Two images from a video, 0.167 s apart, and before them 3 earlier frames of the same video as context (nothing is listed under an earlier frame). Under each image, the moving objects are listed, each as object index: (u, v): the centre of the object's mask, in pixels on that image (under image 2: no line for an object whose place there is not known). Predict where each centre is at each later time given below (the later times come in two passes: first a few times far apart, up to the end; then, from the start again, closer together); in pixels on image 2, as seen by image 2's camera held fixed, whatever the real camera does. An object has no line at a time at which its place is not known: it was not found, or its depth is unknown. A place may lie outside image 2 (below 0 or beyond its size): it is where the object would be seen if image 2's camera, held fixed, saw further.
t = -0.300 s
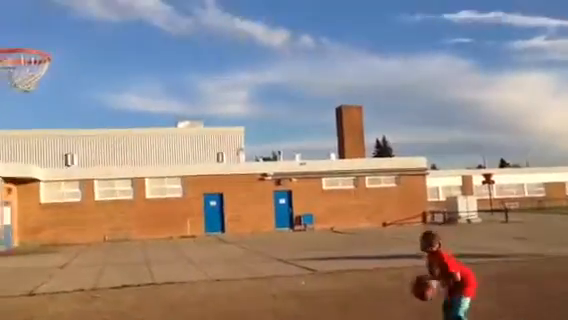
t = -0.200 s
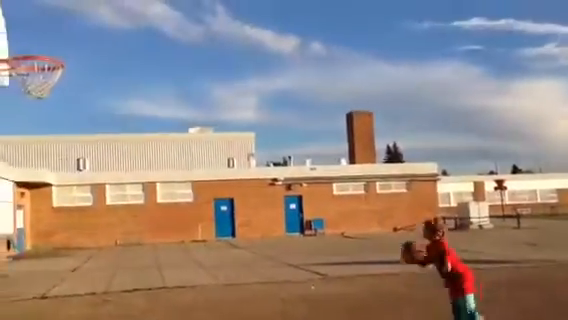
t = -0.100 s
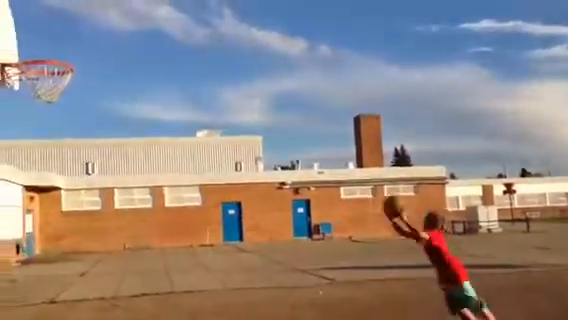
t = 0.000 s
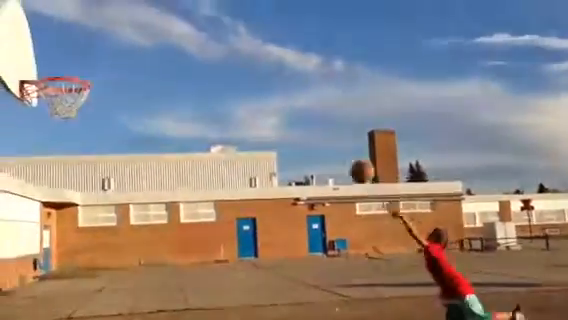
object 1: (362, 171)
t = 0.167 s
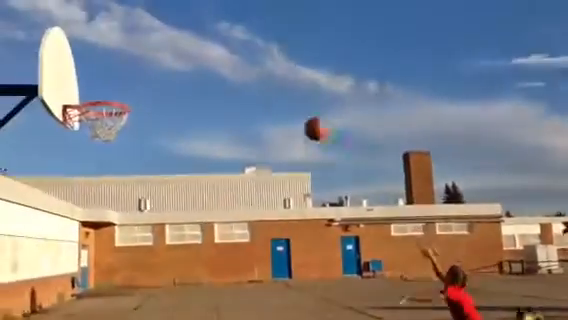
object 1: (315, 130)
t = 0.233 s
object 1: (285, 111)
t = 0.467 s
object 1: (175, 79)
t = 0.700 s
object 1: (96, 97)
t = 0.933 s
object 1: (95, 130)
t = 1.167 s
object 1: (114, 161)
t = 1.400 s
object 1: (139, 250)
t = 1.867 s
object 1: (179, 301)
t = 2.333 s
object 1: (212, 230)
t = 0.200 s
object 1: (301, 119)
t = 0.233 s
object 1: (285, 111)
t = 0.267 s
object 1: (269, 104)
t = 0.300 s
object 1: (254, 98)
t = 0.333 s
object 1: (238, 92)
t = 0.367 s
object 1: (222, 87)
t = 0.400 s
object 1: (205, 83)
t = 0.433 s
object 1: (190, 81)
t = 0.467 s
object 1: (175, 79)
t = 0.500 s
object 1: (160, 78)
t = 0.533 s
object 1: (145, 80)
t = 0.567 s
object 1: (128, 81)
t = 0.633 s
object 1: (95, 86)
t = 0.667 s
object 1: (83, 91)
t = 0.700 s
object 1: (96, 97)
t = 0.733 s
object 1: (109, 102)
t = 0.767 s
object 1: (118, 112)
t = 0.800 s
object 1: (113, 119)
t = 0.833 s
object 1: (100, 122)
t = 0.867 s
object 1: (94, 125)
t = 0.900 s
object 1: (92, 130)
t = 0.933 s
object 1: (95, 130)
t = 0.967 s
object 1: (97, 132)
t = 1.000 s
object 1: (100, 134)
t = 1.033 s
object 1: (103, 136)
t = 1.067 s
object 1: (106, 142)
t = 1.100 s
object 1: (110, 148)
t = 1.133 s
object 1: (112, 153)
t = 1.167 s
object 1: (114, 161)
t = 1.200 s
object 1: (118, 169)
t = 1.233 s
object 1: (120, 179)
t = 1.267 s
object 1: (124, 191)
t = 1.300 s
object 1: (127, 204)
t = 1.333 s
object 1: (130, 218)
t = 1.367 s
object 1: (134, 233)
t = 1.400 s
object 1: (139, 250)
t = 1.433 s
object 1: (138, 270)
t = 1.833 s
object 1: (176, 315)
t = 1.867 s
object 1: (179, 301)
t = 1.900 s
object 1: (182, 289)
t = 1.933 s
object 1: (184, 278)
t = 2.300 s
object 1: (210, 228)
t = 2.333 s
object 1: (212, 230)
